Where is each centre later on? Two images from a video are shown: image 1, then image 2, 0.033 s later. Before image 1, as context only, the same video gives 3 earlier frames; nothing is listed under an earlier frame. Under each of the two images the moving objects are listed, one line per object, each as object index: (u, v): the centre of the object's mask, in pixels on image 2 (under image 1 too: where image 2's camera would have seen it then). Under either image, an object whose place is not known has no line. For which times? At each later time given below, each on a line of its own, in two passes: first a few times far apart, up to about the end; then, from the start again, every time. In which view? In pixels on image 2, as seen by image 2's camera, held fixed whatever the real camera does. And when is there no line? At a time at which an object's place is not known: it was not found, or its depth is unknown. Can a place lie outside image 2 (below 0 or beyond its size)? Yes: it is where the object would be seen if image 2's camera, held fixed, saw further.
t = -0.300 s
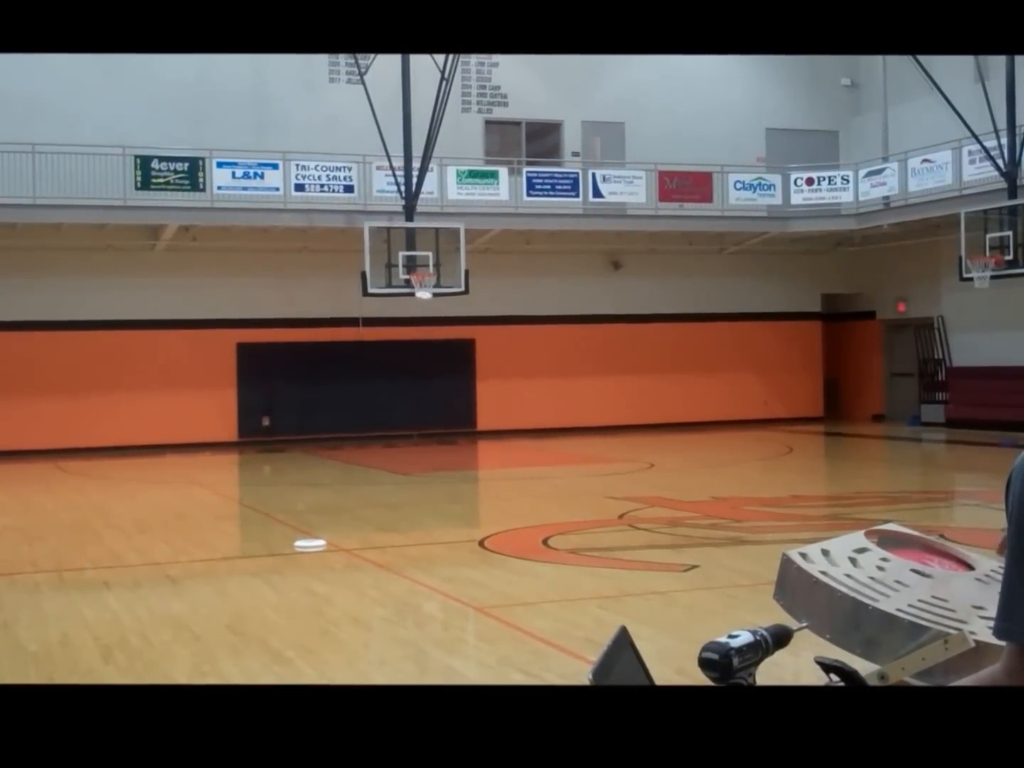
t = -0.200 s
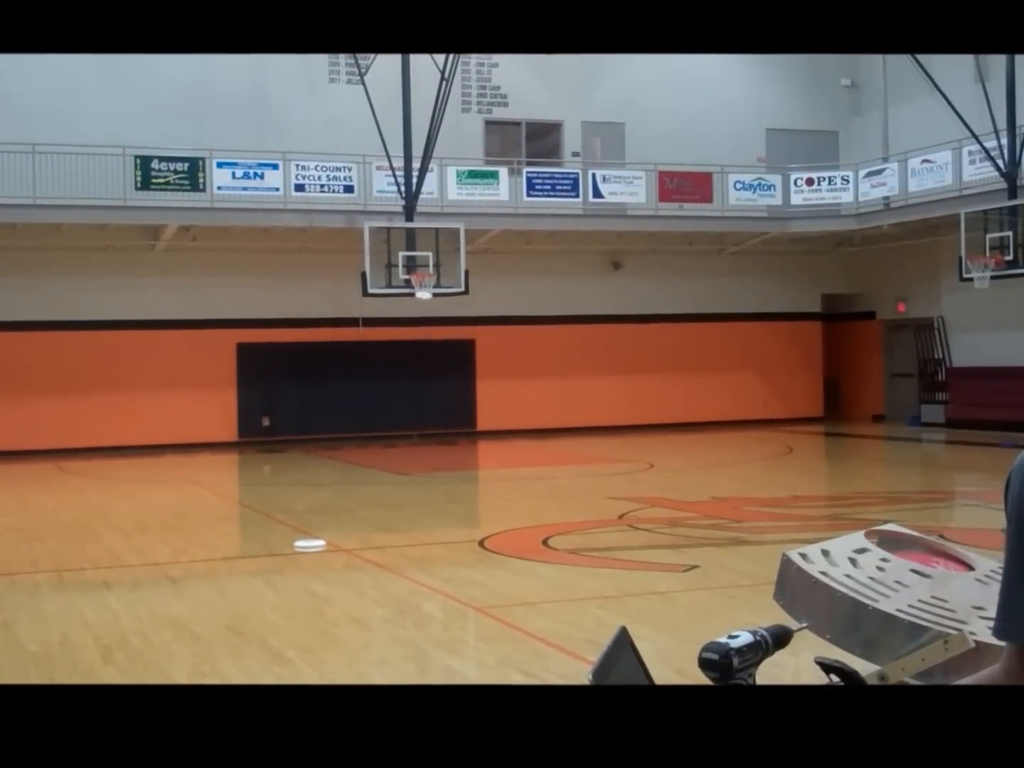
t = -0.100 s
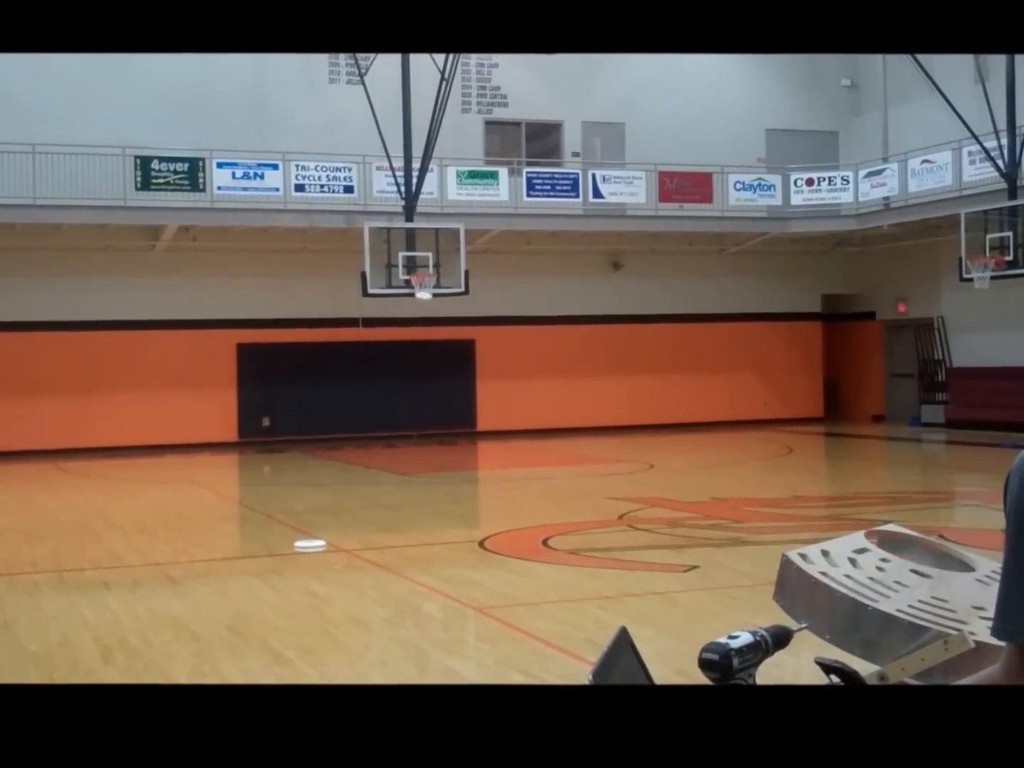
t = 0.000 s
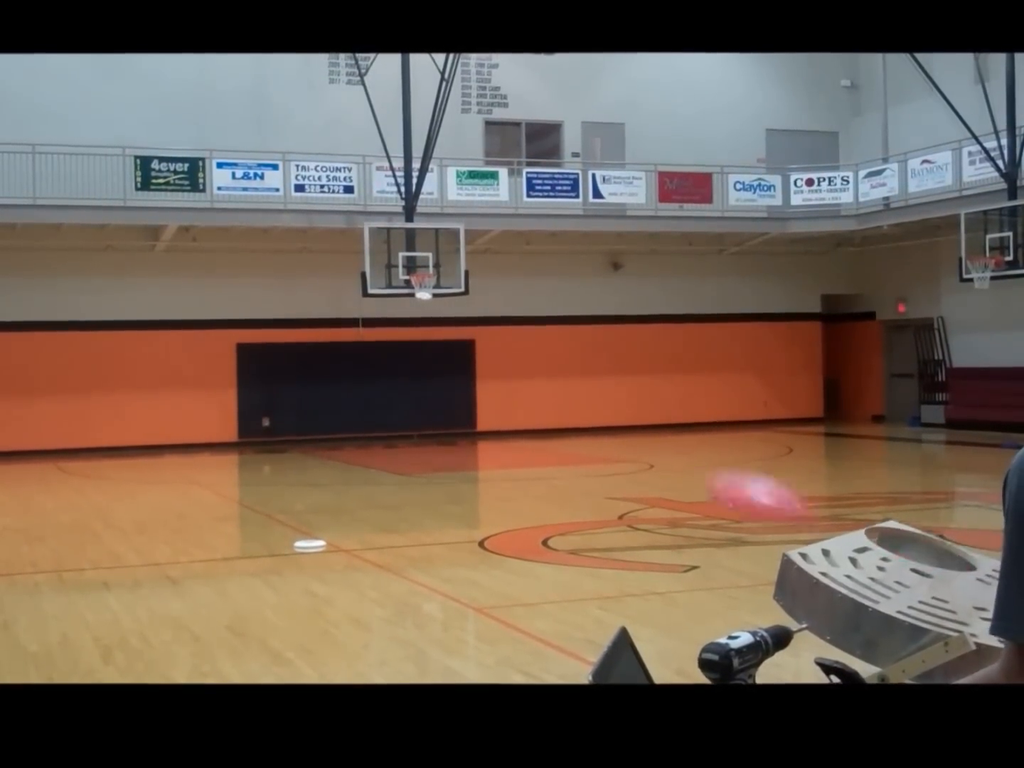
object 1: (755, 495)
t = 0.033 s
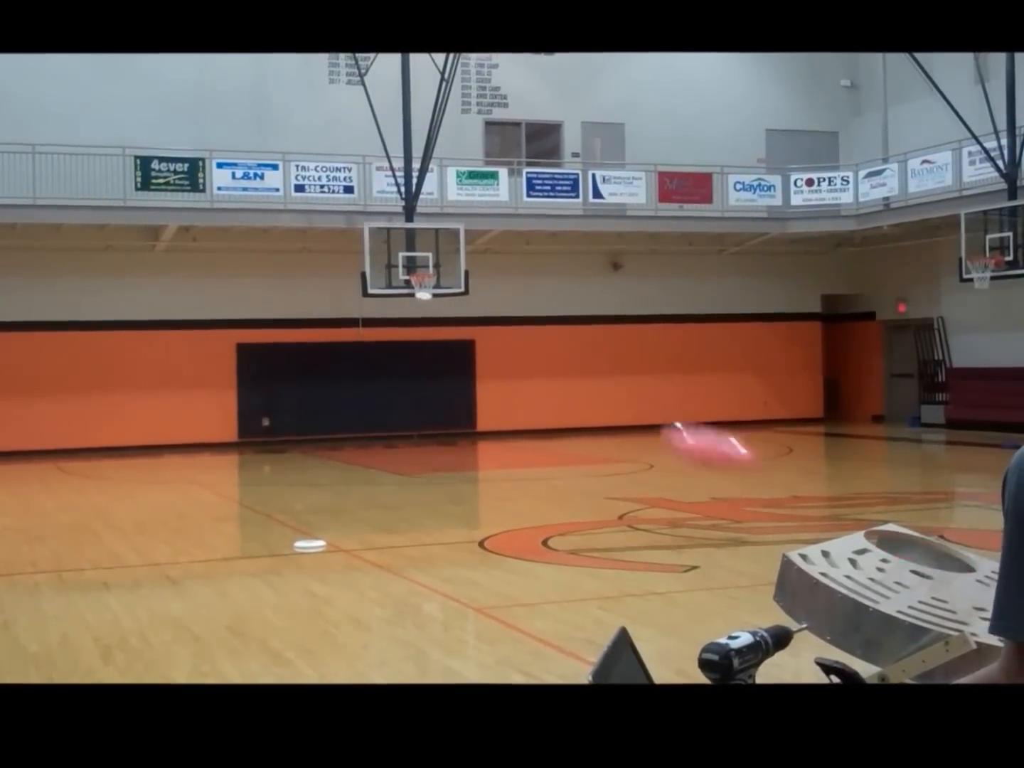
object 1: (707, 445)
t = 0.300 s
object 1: (533, 286)
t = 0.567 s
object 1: (475, 249)
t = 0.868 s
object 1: (448, 242)
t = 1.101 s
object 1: (436, 243)
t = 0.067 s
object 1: (673, 406)
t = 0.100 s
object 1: (641, 376)
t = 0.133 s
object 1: (615, 352)
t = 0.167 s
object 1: (592, 332)
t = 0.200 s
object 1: (574, 318)
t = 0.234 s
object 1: (559, 305)
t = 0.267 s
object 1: (545, 294)
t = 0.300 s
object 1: (533, 286)
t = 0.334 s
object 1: (523, 278)
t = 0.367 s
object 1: (514, 272)
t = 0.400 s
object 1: (505, 266)
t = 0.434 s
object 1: (498, 262)
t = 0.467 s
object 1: (491, 258)
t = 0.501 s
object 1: (485, 255)
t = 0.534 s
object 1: (480, 252)
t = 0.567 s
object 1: (475, 249)
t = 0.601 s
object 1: (471, 247)
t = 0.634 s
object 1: (466, 246)
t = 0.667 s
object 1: (463, 245)
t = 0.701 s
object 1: (460, 244)
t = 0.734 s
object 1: (457, 243)
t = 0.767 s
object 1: (454, 242)
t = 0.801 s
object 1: (453, 242)
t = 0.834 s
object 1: (450, 242)
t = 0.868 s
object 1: (448, 242)
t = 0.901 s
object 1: (445, 241)
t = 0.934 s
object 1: (444, 241)
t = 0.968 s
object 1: (442, 242)
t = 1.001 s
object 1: (441, 242)
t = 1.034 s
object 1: (441, 242)
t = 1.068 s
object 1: (438, 242)
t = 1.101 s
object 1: (436, 243)
